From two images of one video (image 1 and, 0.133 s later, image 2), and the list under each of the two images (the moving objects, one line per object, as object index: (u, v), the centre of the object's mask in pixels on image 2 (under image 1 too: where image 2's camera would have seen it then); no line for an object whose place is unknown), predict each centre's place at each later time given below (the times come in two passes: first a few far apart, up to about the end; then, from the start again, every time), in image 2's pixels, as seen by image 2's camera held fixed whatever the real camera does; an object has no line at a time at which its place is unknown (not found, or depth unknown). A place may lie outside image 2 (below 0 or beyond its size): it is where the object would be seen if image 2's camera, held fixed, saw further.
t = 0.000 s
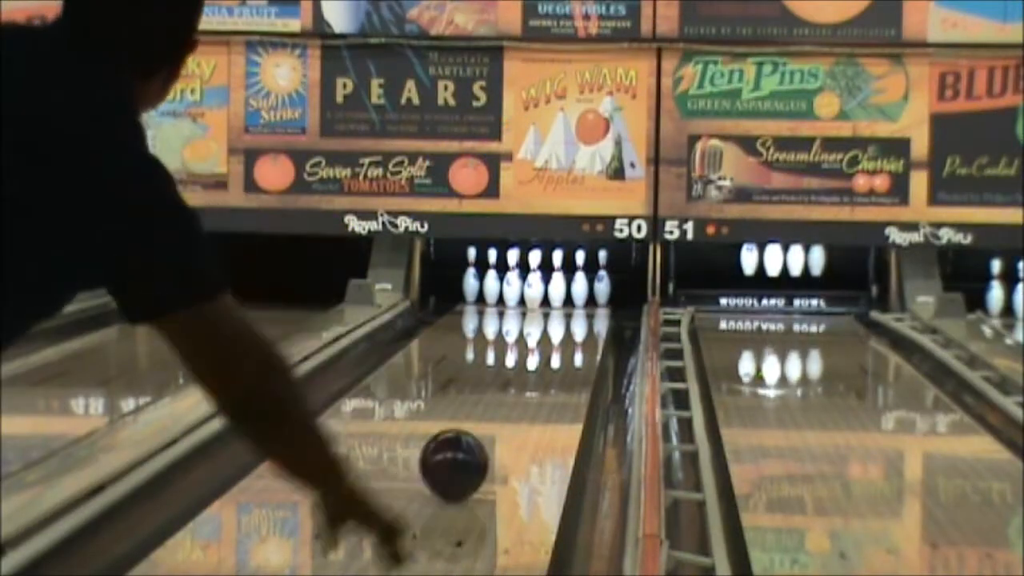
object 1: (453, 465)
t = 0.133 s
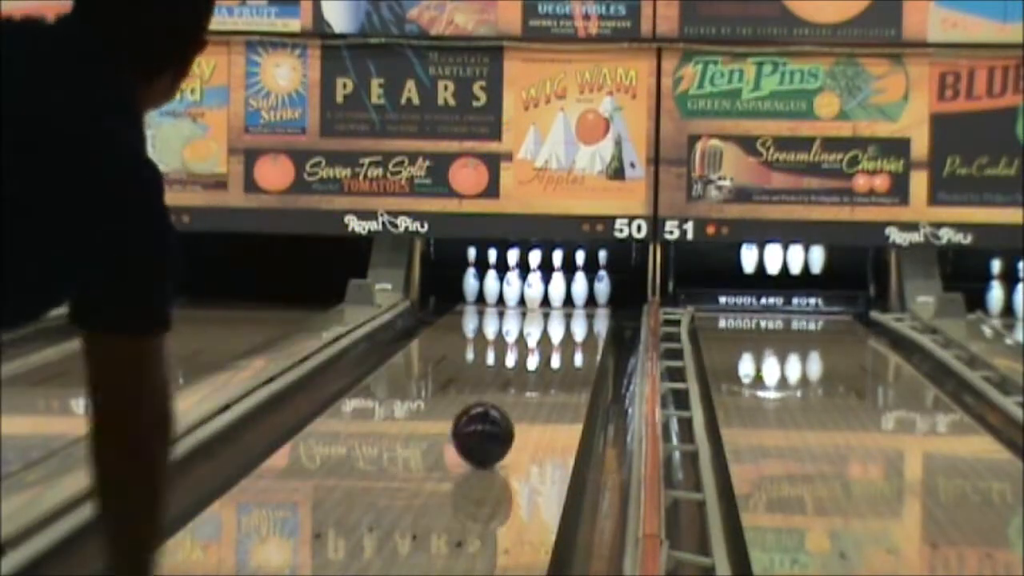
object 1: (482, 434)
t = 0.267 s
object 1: (505, 409)
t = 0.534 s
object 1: (539, 370)
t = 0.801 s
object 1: (560, 342)
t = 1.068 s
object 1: (568, 321)
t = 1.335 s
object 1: (561, 304)
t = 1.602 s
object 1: (552, 292)
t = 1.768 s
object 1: (558, 285)
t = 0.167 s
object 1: (489, 428)
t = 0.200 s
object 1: (494, 421)
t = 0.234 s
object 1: (500, 415)
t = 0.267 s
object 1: (505, 409)
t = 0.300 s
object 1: (510, 403)
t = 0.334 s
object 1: (515, 398)
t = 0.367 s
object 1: (520, 393)
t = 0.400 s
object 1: (524, 388)
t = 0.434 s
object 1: (528, 383)
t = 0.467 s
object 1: (532, 378)
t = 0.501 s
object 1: (535, 374)
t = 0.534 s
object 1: (539, 370)
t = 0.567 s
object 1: (542, 367)
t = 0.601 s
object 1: (545, 363)
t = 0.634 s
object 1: (548, 359)
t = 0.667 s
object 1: (551, 355)
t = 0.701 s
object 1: (553, 352)
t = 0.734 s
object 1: (556, 348)
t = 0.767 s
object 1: (558, 345)
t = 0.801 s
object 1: (560, 342)
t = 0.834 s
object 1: (561, 339)
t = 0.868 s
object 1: (563, 336)
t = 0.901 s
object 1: (564, 334)
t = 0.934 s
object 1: (566, 331)
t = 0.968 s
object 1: (566, 329)
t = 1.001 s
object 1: (567, 326)
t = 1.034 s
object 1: (567, 325)
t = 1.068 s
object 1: (568, 321)
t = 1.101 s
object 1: (568, 318)
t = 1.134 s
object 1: (567, 316)
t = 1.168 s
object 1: (567, 314)
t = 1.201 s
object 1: (566, 312)
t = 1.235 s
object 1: (565, 310)
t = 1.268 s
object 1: (565, 308)
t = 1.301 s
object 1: (563, 306)
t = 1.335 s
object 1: (561, 304)
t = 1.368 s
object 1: (560, 303)
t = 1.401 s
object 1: (558, 301)
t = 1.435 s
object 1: (556, 299)
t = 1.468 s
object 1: (553, 297)
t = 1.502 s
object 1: (551, 295)
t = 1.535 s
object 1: (549, 294)
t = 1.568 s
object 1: (551, 292)
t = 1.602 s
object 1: (552, 292)
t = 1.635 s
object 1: (554, 291)
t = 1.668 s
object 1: (552, 289)
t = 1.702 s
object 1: (558, 287)
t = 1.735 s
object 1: (559, 287)
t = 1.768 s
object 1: (558, 285)
